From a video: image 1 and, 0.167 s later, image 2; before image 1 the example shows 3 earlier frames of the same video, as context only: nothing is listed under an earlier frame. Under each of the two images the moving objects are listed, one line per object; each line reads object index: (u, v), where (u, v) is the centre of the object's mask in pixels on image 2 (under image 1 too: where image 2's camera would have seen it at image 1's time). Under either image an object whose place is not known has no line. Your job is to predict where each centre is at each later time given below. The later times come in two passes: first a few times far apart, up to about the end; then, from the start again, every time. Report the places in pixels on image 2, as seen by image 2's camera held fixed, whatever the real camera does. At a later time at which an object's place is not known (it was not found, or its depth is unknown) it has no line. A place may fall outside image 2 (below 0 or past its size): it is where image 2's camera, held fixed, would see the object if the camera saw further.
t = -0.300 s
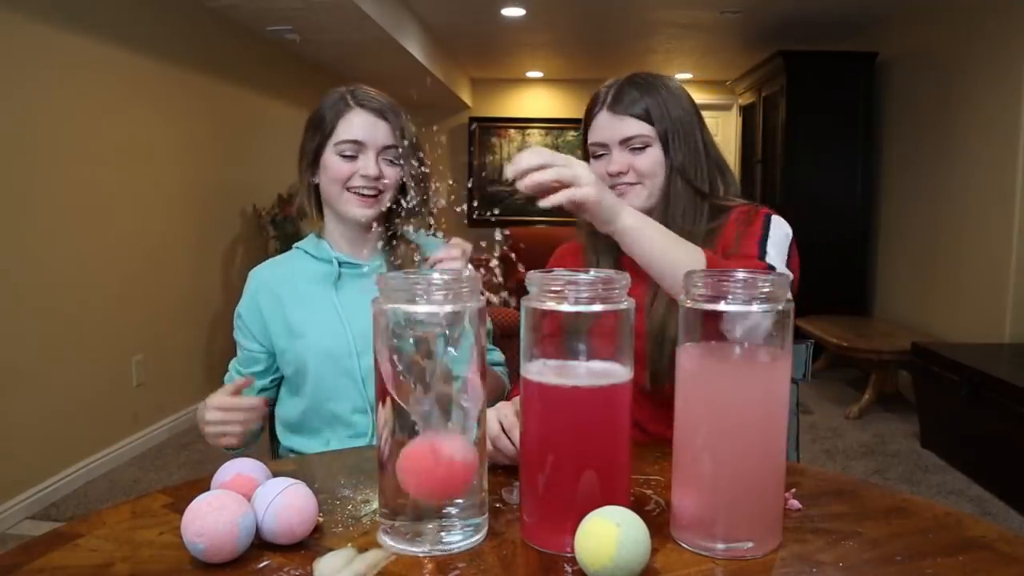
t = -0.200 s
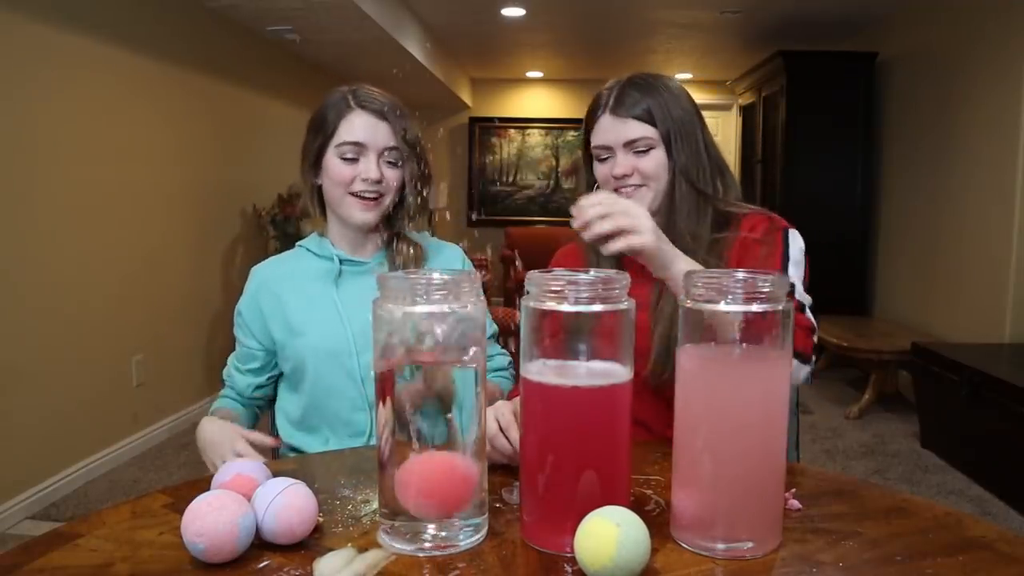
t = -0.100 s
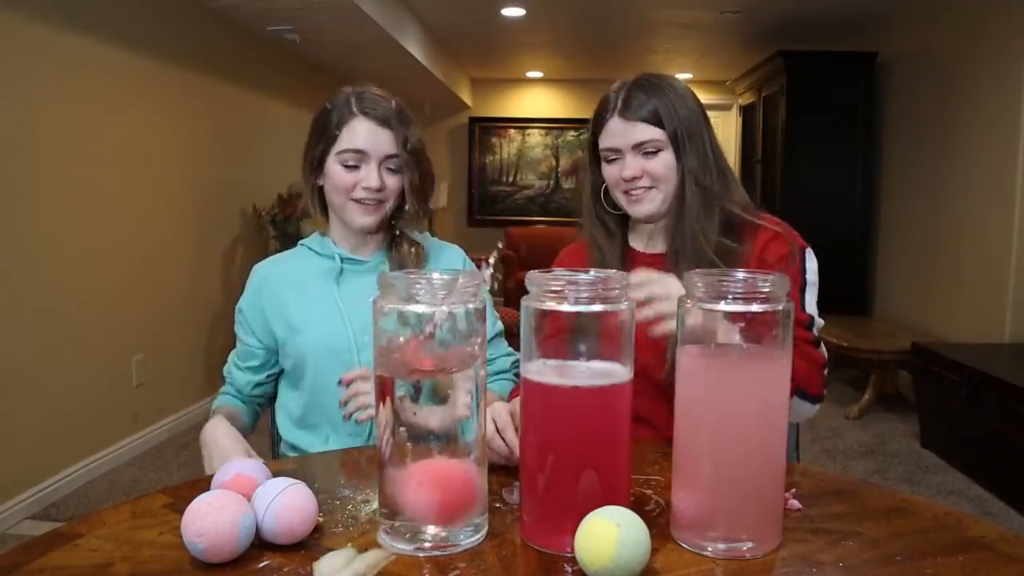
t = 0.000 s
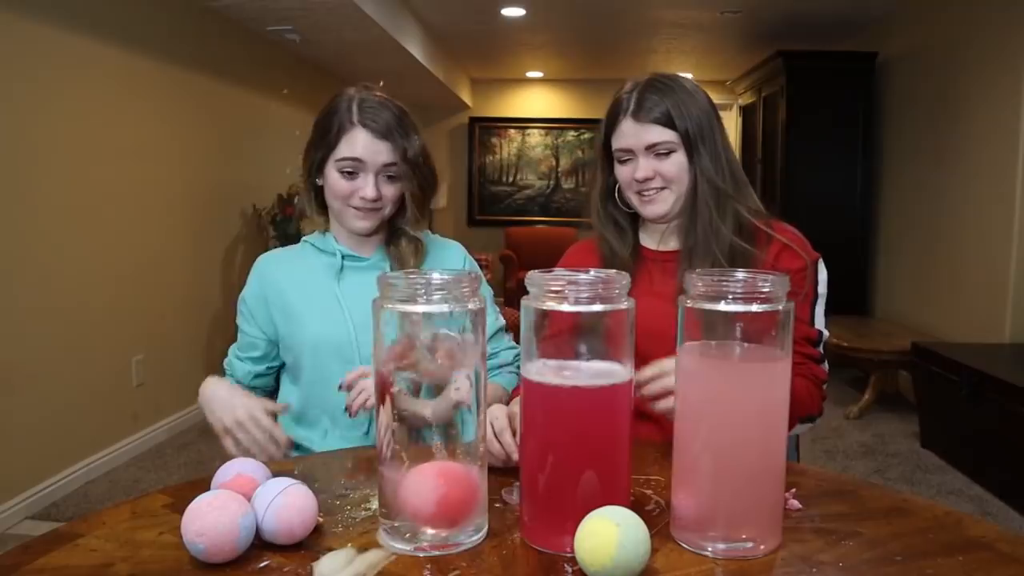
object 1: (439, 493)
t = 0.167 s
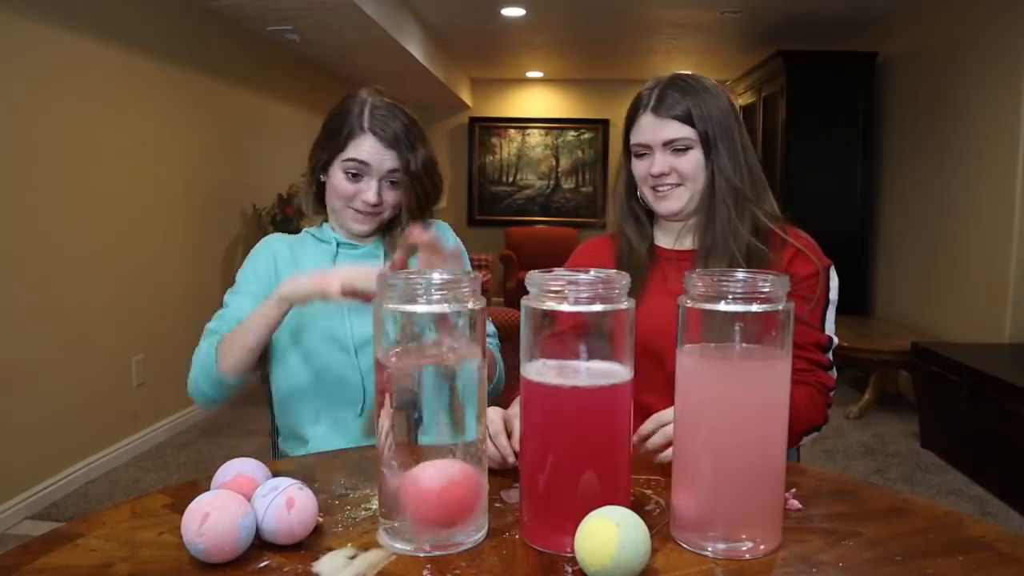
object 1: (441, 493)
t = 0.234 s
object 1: (440, 490)
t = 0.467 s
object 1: (437, 474)
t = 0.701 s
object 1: (433, 448)
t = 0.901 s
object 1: (424, 406)
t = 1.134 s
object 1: (425, 378)
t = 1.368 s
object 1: (428, 385)
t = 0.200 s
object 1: (440, 491)
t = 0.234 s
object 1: (440, 490)
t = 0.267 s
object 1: (439, 488)
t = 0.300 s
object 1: (439, 486)
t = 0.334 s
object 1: (439, 484)
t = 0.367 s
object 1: (439, 482)
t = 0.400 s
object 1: (439, 480)
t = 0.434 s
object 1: (438, 477)
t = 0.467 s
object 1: (437, 474)
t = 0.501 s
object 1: (436, 469)
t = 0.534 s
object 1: (436, 464)
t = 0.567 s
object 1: (435, 460)
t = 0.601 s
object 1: (435, 456)
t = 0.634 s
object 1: (434, 457)
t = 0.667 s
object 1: (433, 446)
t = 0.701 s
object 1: (433, 448)
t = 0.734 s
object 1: (432, 438)
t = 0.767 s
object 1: (431, 434)
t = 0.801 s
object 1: (431, 434)
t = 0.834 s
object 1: (428, 429)
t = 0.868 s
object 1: (425, 410)
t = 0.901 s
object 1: (424, 406)
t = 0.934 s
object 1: (424, 399)
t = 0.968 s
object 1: (423, 405)
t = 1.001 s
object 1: (423, 394)
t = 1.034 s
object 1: (424, 387)
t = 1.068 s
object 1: (423, 384)
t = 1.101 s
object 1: (409, 367)
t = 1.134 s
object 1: (425, 378)
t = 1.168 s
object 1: (426, 375)
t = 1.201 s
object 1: (428, 374)
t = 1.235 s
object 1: (428, 376)
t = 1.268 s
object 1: (427, 379)
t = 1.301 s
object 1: (427, 382)
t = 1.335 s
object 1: (427, 383)
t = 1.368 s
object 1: (428, 385)
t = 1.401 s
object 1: (427, 386)
